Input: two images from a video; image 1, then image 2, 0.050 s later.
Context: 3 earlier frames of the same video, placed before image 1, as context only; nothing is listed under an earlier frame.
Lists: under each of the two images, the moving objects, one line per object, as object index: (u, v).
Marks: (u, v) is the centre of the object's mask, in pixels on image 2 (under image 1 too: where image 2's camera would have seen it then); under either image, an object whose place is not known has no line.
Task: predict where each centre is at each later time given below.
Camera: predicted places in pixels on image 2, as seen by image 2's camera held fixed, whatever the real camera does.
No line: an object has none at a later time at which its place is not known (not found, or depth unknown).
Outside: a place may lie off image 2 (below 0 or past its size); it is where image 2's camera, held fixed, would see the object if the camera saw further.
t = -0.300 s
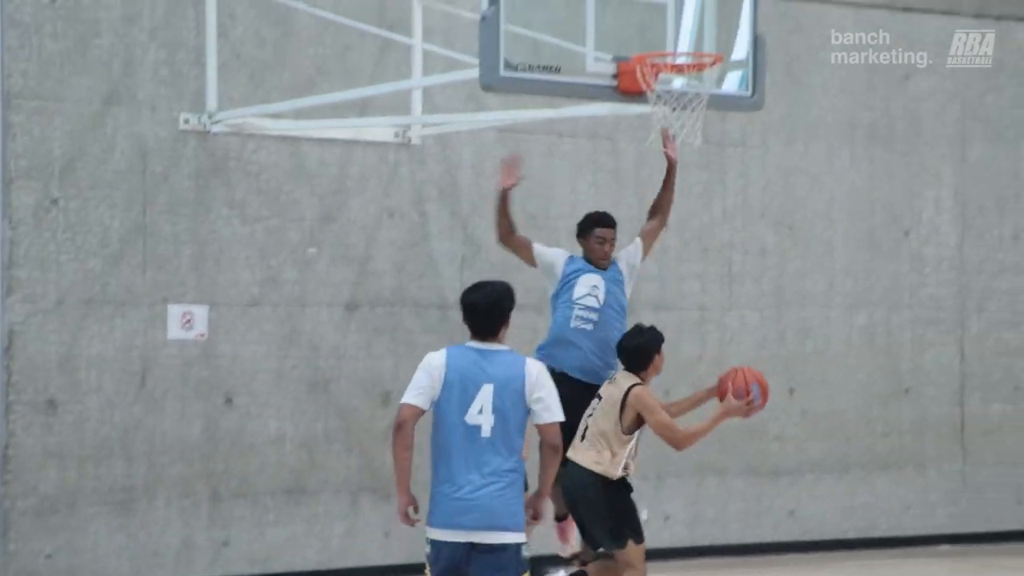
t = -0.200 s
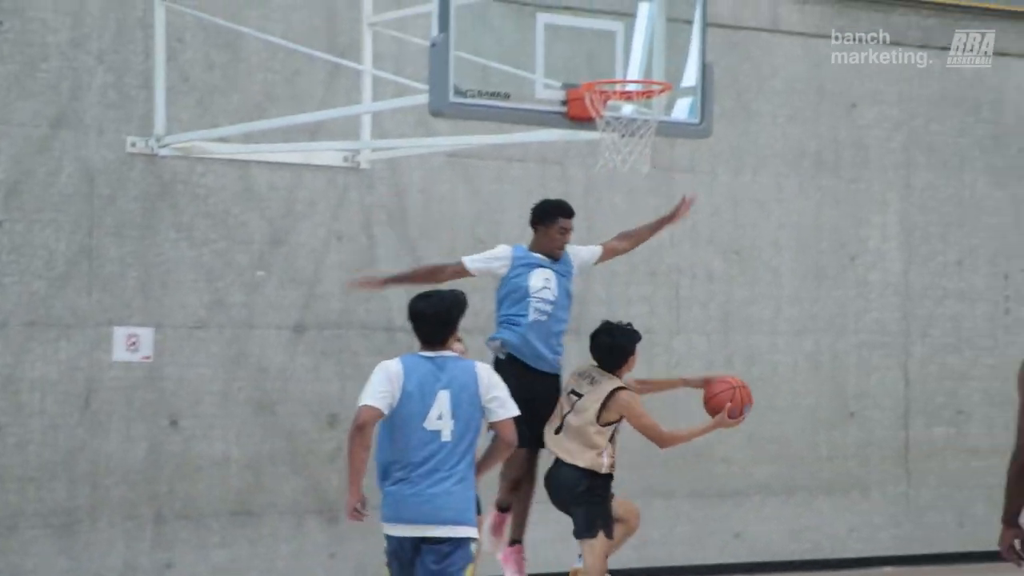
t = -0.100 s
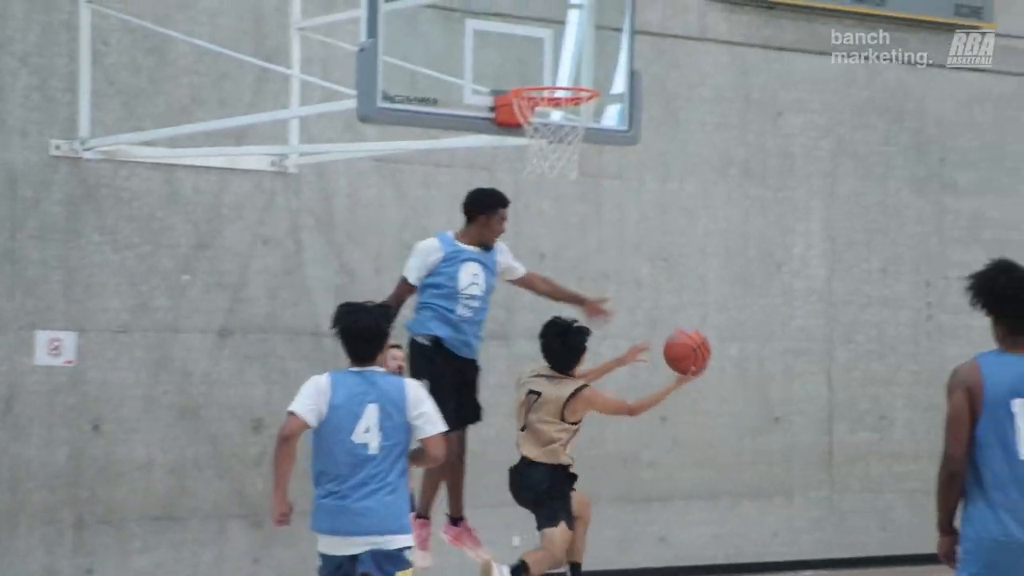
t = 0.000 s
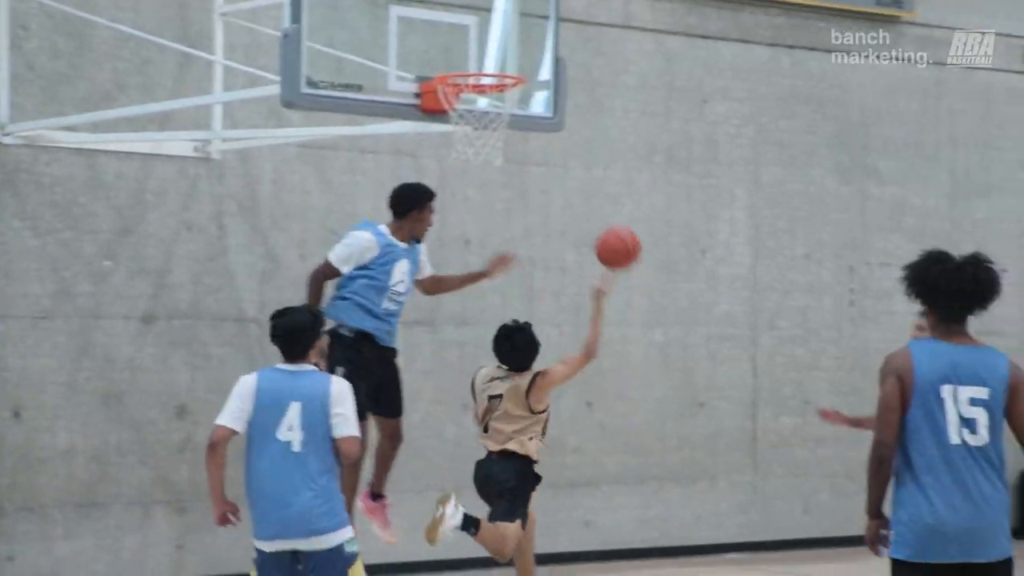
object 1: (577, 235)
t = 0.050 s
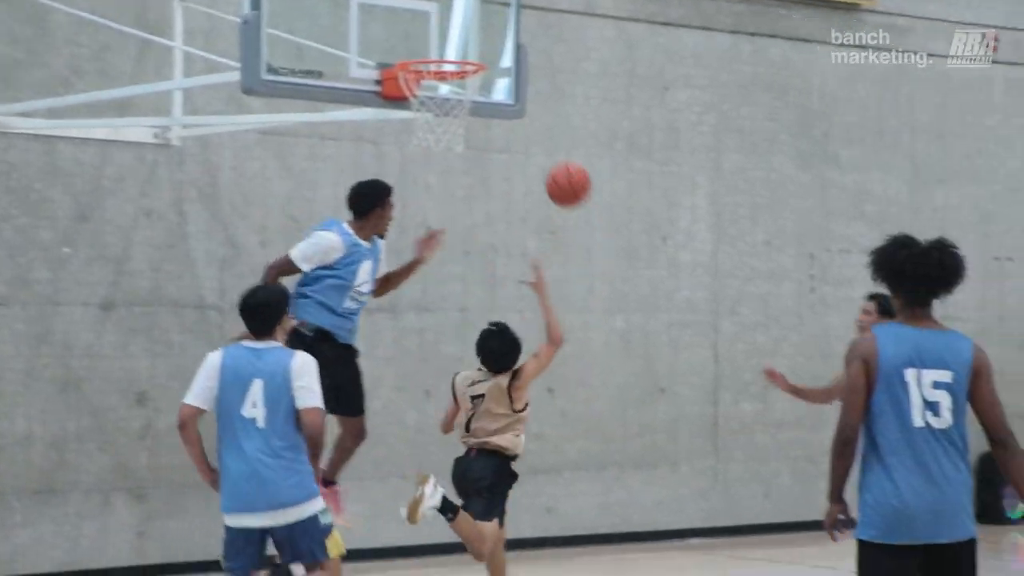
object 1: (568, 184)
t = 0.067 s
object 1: (565, 169)
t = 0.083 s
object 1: (561, 154)
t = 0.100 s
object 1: (558, 140)
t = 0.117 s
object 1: (554, 127)
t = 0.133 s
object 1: (551, 114)
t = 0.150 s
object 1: (547, 101)
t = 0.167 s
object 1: (544, 90)
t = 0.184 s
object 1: (540, 79)
